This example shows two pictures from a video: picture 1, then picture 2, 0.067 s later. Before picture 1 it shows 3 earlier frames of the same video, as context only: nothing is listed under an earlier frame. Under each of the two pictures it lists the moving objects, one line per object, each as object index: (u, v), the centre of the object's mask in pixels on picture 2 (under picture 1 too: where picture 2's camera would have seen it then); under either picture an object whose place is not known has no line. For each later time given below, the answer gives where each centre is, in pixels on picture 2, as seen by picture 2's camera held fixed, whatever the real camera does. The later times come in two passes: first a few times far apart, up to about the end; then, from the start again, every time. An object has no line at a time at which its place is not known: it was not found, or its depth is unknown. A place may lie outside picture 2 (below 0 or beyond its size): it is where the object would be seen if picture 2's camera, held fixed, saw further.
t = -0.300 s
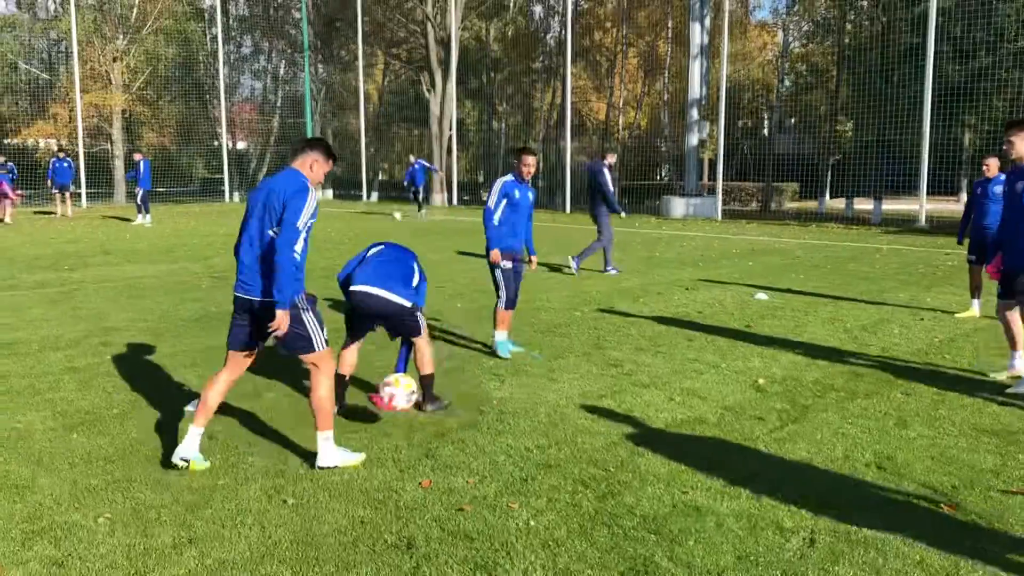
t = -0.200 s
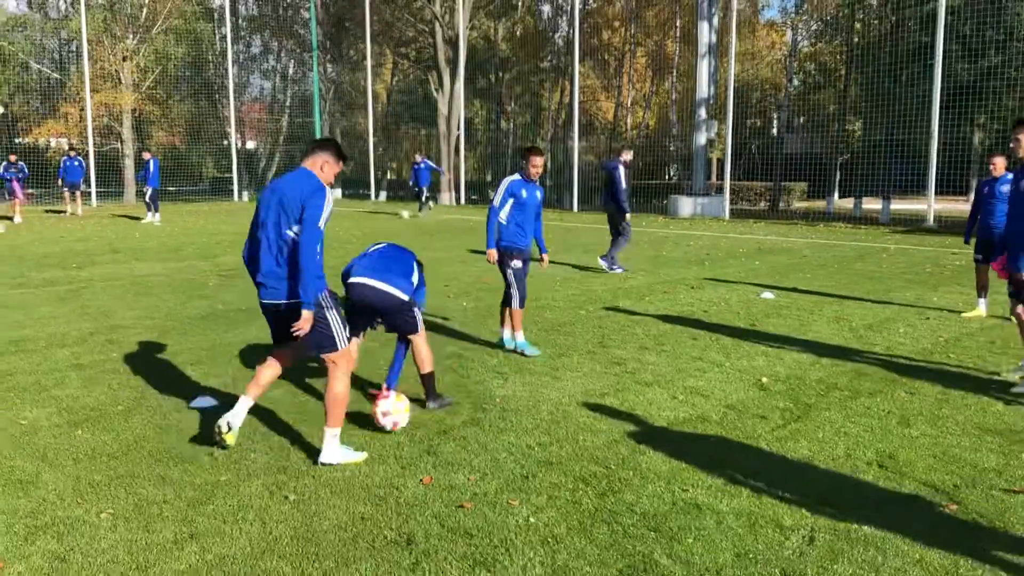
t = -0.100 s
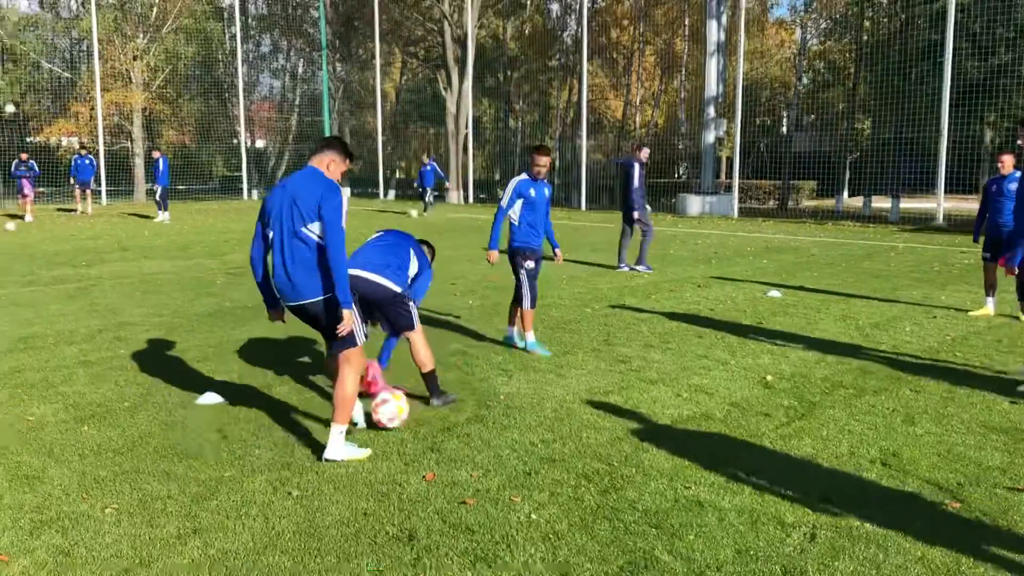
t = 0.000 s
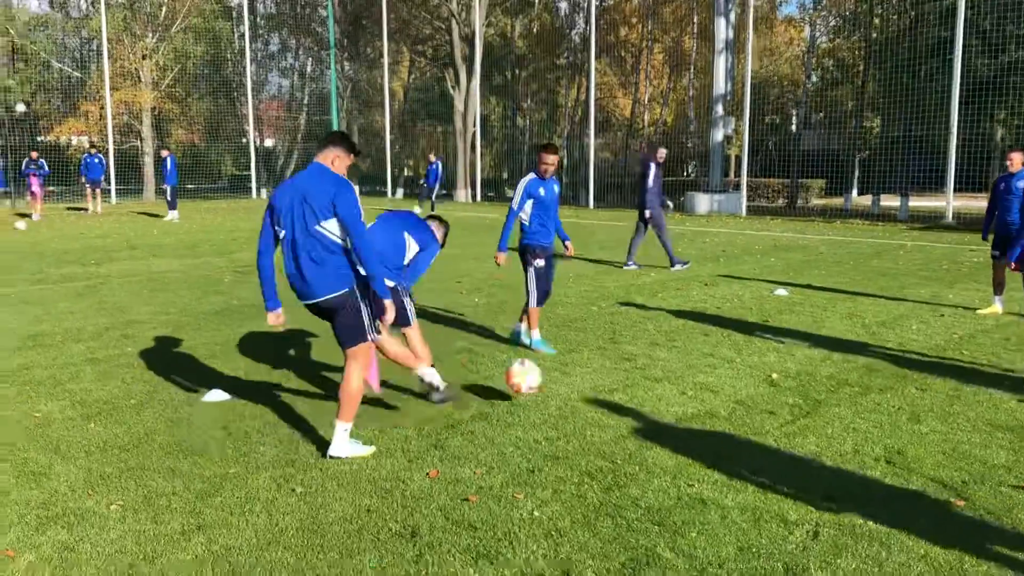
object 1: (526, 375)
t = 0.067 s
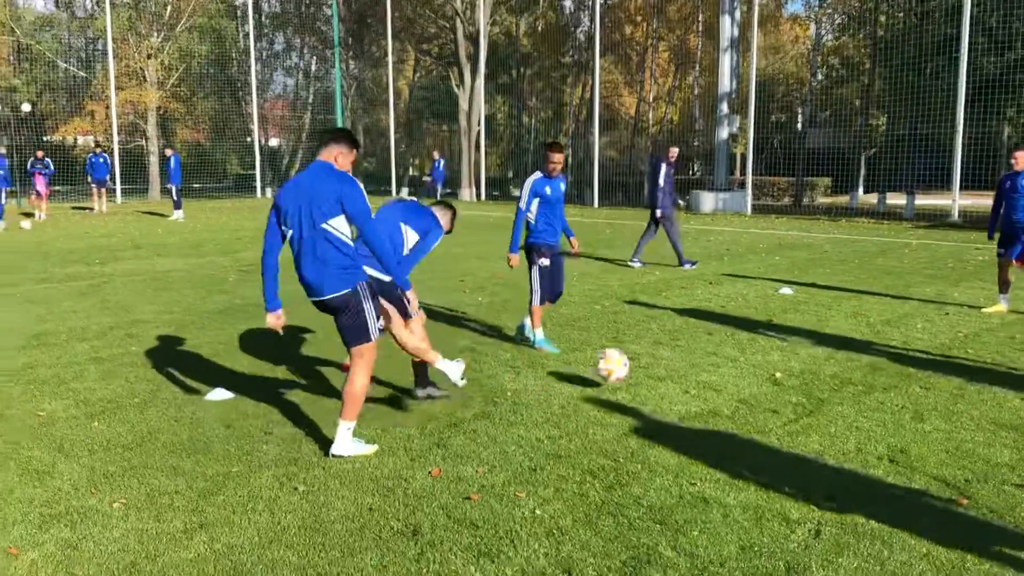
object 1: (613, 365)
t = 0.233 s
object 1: (777, 345)
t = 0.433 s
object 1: (912, 330)
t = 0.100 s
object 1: (650, 363)
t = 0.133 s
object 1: (688, 363)
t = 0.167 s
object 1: (721, 362)
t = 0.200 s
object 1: (750, 354)
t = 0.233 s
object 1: (777, 345)
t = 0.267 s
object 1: (803, 339)
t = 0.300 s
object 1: (827, 336)
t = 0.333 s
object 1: (850, 334)
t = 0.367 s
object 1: (873, 333)
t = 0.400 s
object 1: (893, 333)
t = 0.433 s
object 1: (912, 330)
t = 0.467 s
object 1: (928, 325)
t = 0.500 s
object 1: (946, 321)
